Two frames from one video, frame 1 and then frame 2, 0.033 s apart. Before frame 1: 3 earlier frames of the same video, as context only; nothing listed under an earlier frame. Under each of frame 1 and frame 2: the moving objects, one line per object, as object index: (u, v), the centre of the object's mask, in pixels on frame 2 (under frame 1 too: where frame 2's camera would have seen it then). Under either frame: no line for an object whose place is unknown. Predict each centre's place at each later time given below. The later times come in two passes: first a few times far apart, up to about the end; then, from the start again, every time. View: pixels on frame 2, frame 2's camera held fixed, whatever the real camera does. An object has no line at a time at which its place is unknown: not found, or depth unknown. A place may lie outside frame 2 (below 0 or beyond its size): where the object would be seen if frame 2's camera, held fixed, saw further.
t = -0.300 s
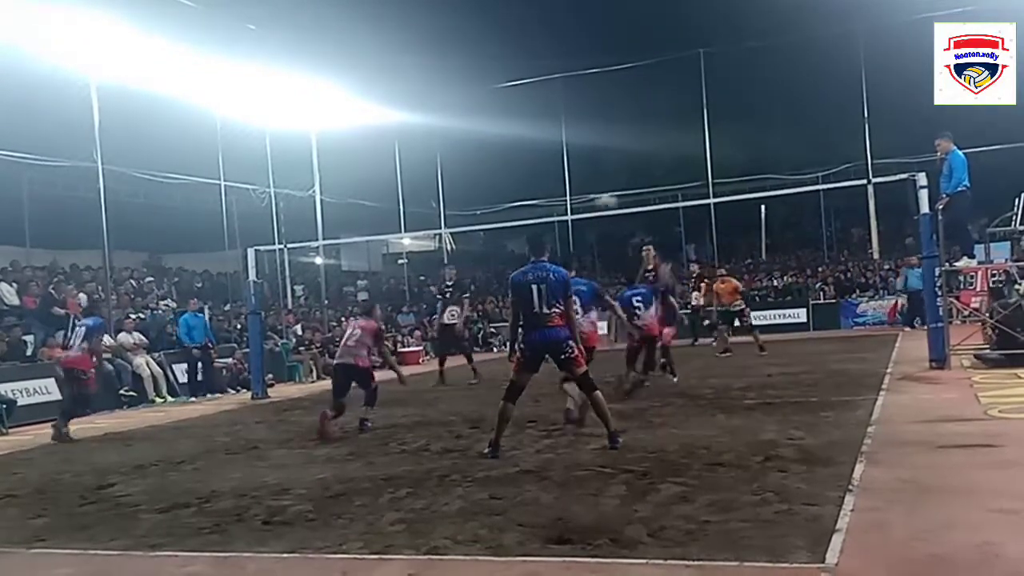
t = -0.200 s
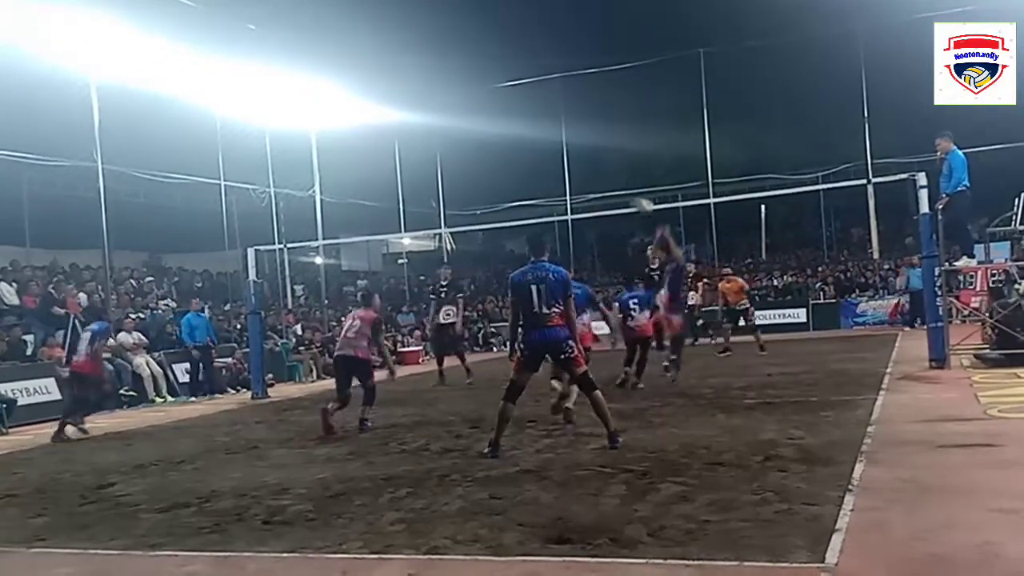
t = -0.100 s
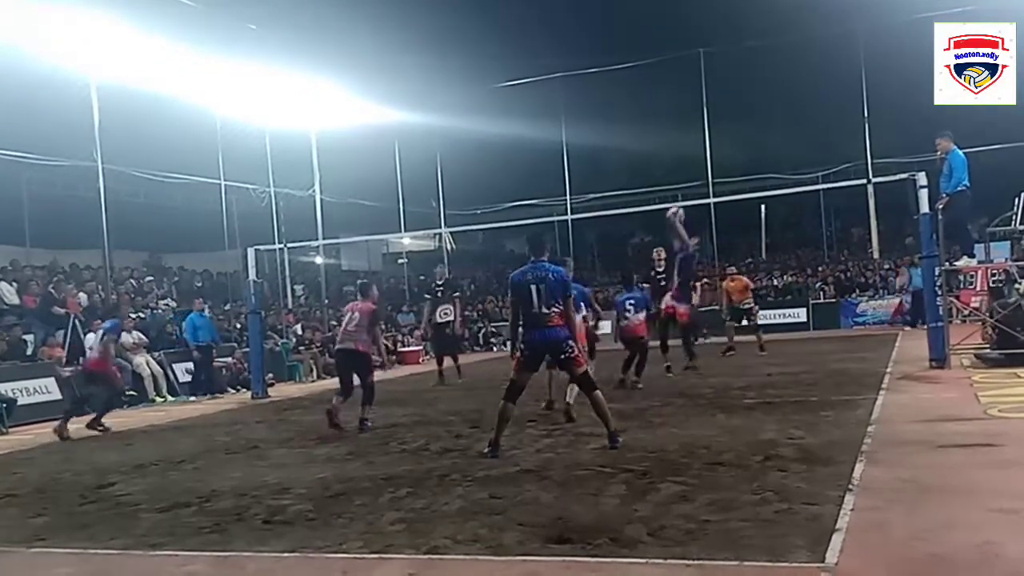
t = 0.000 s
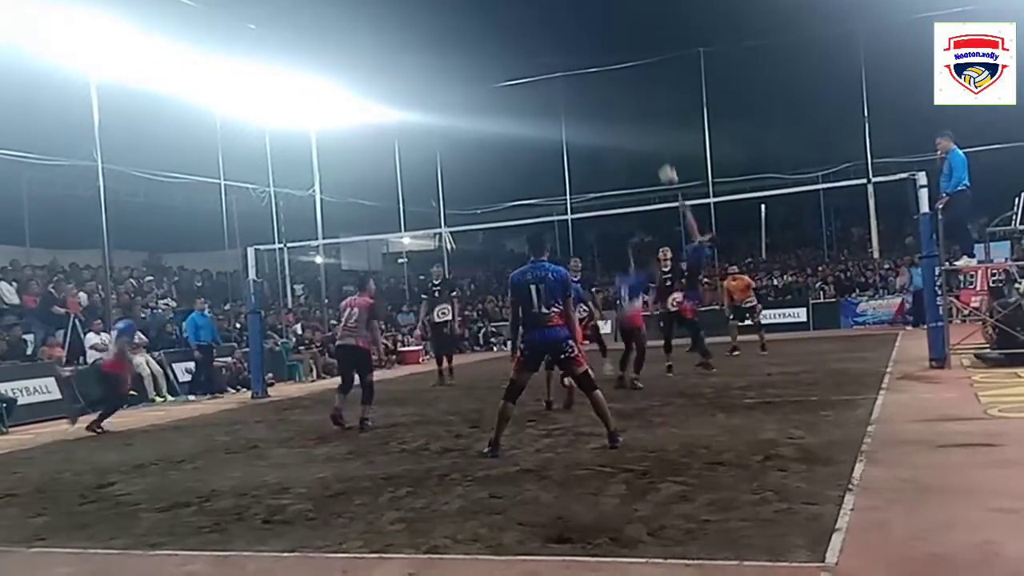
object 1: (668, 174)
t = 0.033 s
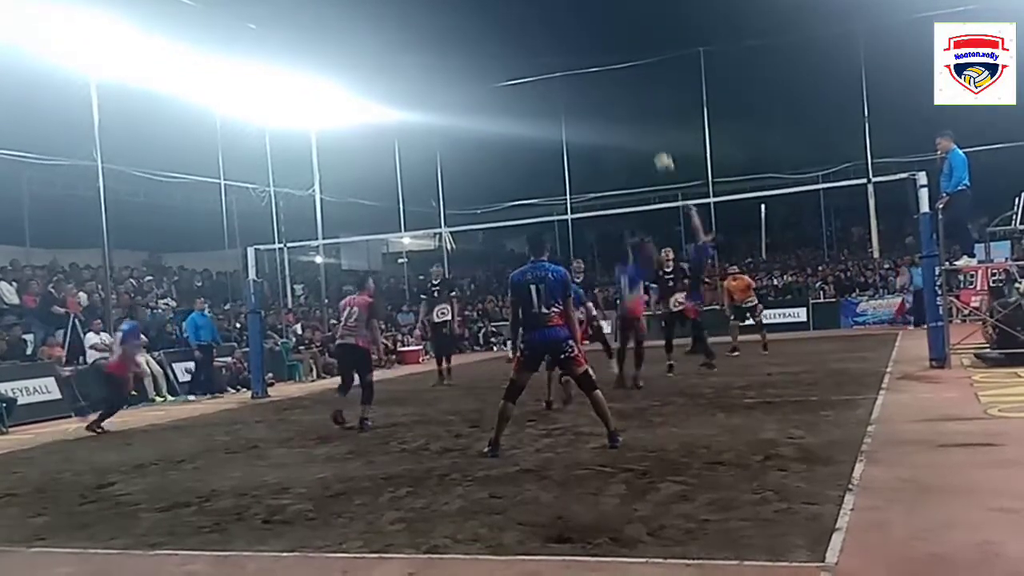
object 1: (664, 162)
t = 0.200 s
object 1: (644, 111)
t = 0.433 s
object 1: (620, 77)
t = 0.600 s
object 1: (604, 77)
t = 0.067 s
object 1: (660, 150)
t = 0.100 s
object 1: (656, 140)
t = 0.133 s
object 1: (652, 130)
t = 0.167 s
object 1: (648, 120)
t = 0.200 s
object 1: (644, 111)
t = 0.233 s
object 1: (640, 103)
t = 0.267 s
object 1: (637, 97)
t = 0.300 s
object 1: (633, 91)
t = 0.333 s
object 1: (630, 86)
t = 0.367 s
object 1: (626, 82)
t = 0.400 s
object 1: (623, 79)
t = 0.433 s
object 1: (620, 77)
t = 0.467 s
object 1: (616, 75)
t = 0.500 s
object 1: (613, 74)
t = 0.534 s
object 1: (610, 75)
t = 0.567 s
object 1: (607, 75)
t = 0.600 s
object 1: (604, 77)
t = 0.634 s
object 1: (601, 80)
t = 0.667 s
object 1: (598, 82)
